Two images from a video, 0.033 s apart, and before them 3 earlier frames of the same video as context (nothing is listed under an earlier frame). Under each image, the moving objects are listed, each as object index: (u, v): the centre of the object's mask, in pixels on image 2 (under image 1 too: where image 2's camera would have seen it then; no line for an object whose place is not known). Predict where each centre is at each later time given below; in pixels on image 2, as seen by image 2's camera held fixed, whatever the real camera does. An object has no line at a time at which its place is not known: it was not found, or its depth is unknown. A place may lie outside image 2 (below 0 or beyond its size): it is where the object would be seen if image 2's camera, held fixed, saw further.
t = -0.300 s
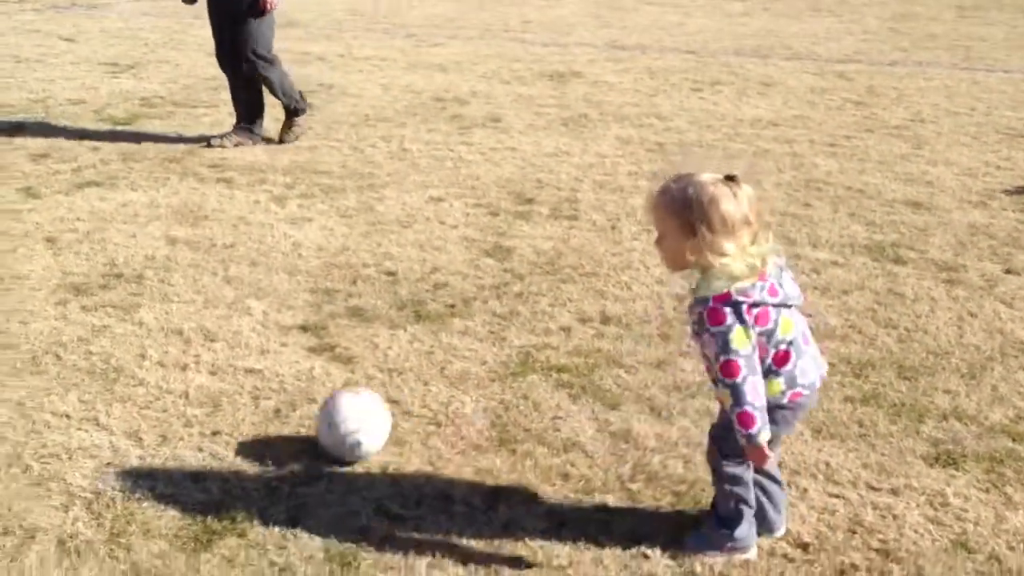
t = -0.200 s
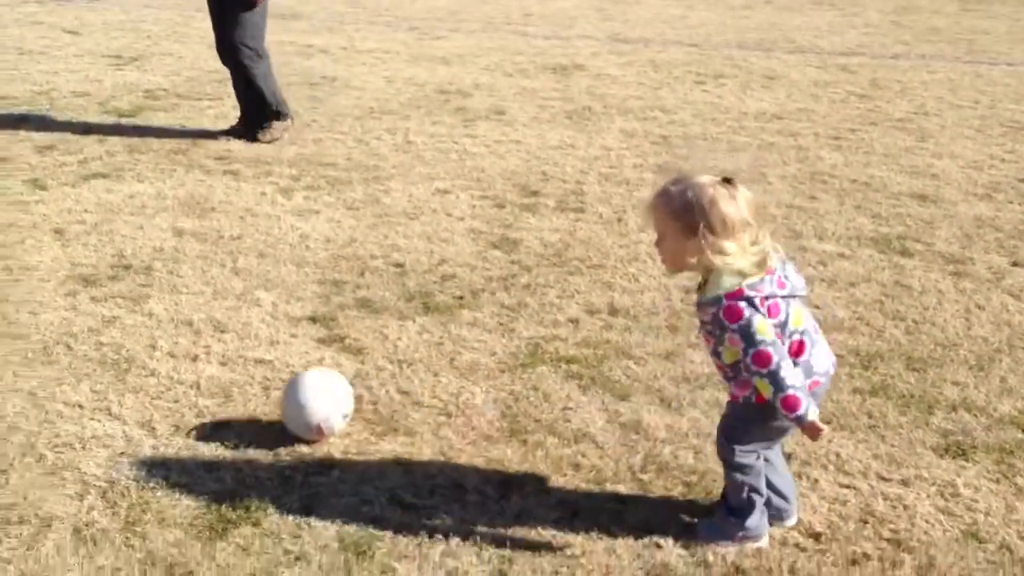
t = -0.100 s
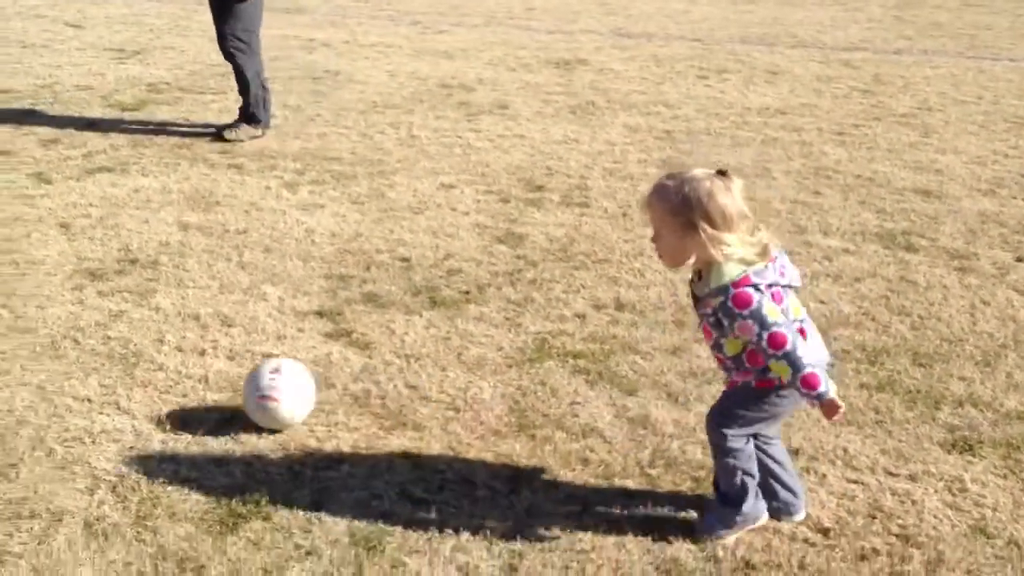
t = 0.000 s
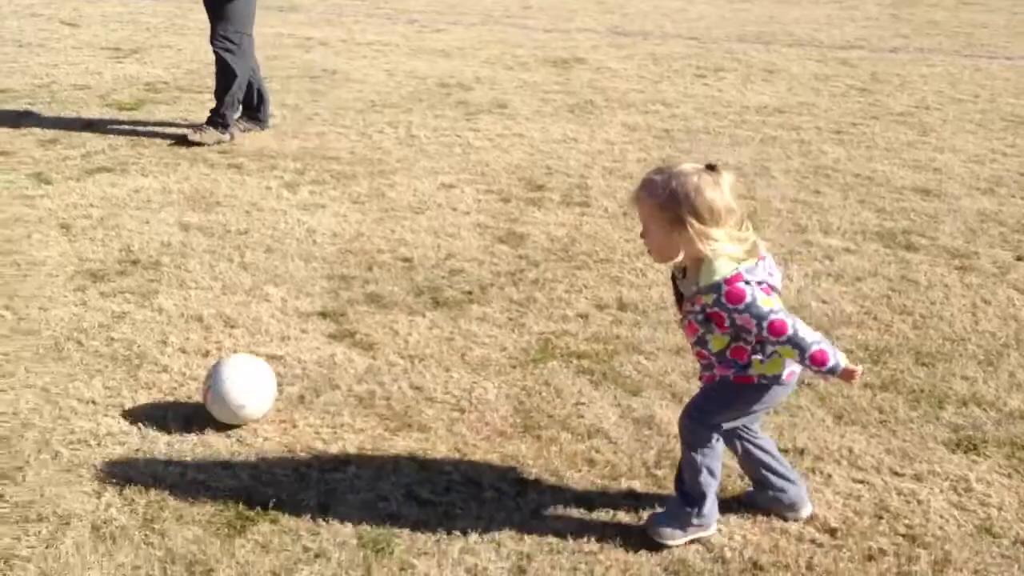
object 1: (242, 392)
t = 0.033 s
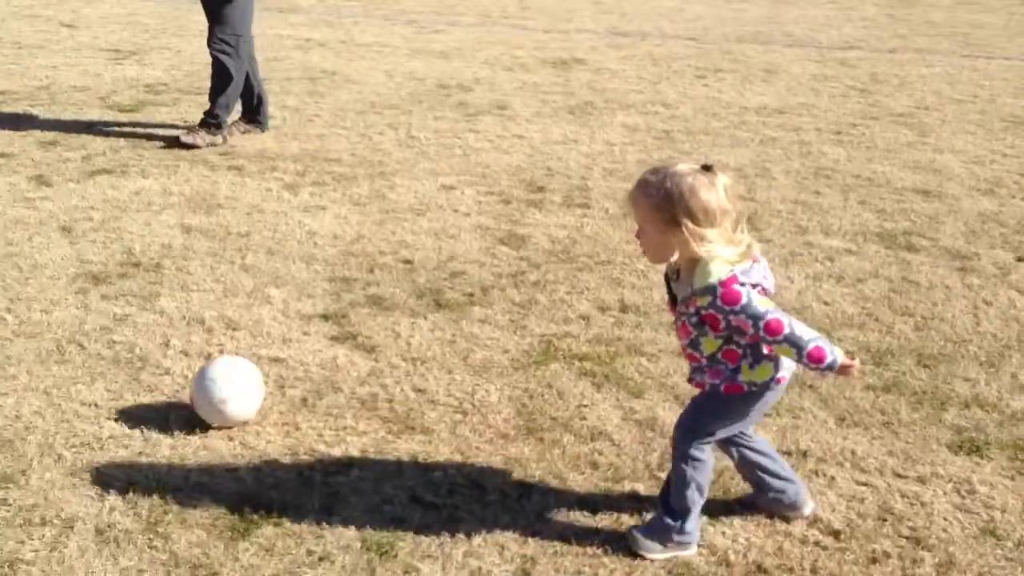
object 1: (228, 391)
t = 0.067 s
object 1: (213, 388)
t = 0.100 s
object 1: (199, 386)
